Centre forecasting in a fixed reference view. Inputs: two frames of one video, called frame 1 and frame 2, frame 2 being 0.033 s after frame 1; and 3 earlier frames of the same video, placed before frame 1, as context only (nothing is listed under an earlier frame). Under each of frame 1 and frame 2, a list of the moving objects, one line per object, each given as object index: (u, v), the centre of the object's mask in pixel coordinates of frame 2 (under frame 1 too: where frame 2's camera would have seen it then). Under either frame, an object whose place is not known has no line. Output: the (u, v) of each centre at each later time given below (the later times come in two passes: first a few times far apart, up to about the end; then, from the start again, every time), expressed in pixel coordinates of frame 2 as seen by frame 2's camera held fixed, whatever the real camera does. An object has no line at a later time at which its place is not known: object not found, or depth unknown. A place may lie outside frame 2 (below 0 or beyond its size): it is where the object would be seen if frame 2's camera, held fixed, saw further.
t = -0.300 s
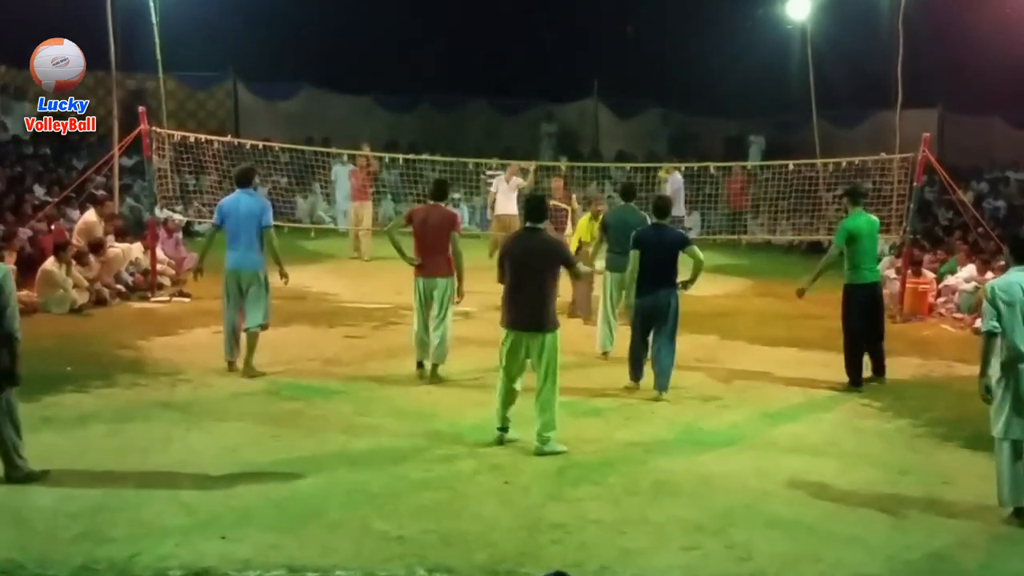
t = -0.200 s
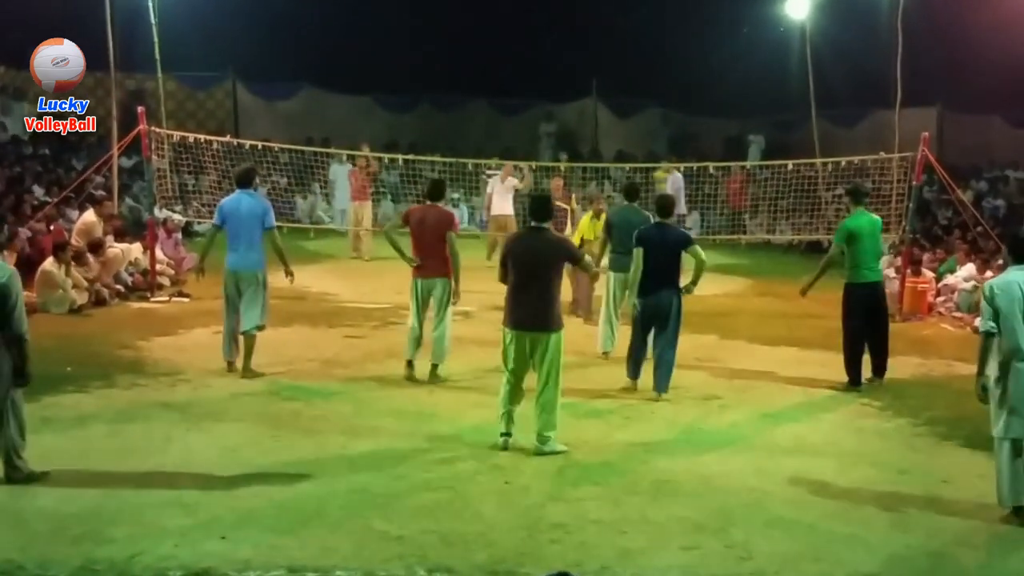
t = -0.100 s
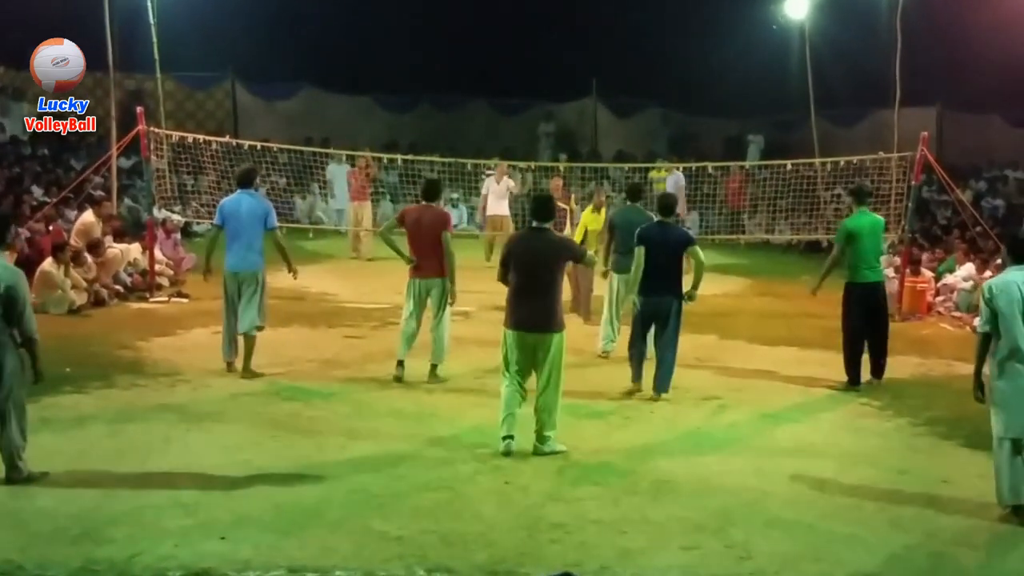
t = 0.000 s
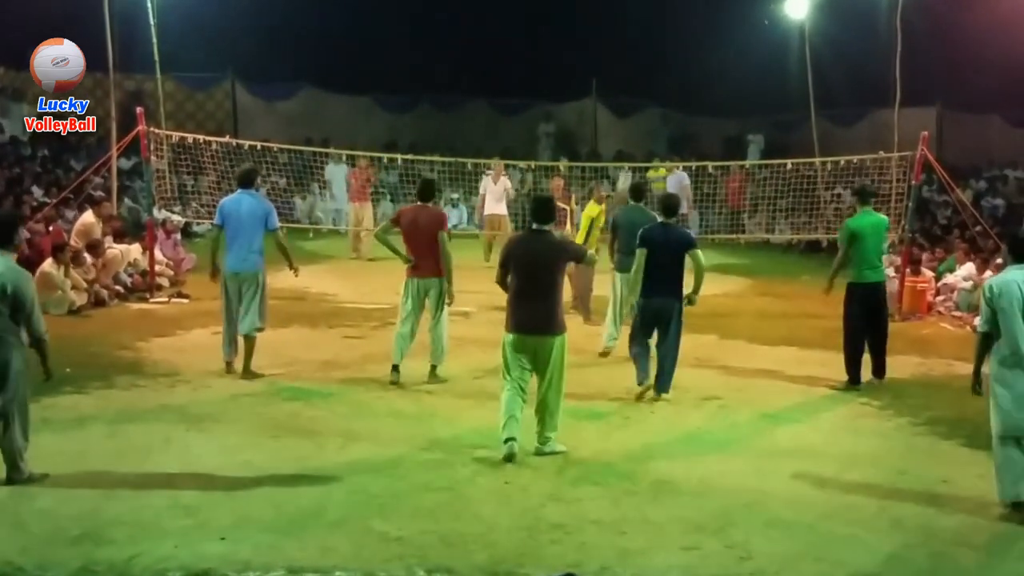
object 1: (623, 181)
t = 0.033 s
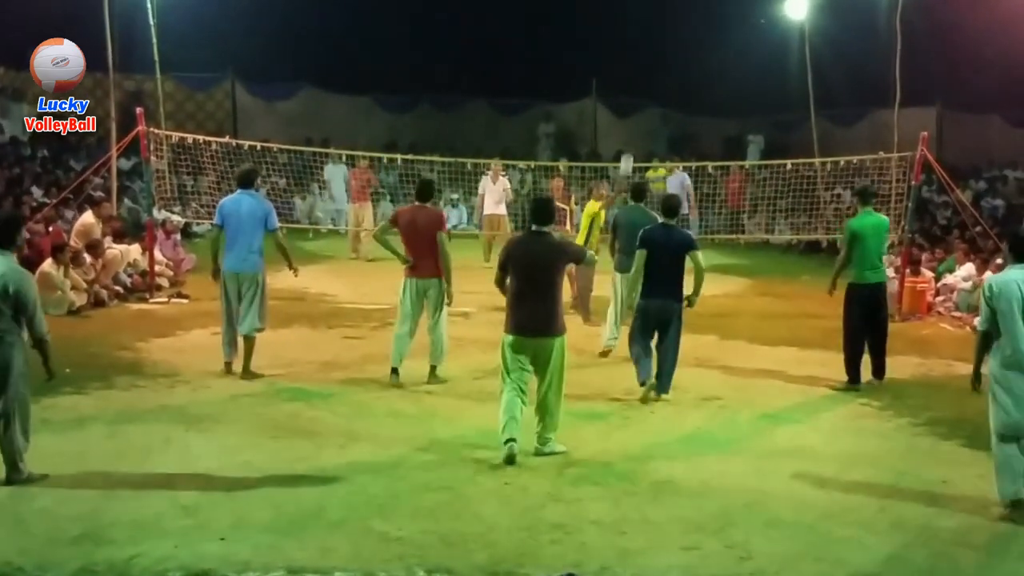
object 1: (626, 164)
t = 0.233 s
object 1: (638, 84)
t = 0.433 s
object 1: (649, 38)
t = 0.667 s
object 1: (660, 29)
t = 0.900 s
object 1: (670, 73)
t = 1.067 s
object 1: (676, 135)
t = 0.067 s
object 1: (628, 149)
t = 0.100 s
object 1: (630, 134)
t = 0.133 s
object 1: (632, 121)
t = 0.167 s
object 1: (634, 108)
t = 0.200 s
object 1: (636, 96)
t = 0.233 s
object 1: (638, 84)
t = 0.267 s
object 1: (640, 75)
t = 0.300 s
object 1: (642, 66)
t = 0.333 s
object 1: (644, 57)
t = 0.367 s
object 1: (645, 50)
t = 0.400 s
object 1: (647, 43)
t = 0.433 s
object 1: (649, 38)
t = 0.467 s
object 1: (651, 34)
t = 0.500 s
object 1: (652, 31)
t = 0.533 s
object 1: (654, 28)
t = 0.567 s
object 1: (656, 27)
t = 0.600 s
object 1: (657, 27)
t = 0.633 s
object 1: (659, 28)
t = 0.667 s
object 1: (660, 29)
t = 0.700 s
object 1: (662, 32)
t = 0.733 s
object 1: (663, 36)
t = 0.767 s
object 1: (665, 41)
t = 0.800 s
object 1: (667, 47)
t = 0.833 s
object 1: (668, 54)
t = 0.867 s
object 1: (669, 63)
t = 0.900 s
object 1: (670, 73)
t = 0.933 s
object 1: (672, 83)
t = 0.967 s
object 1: (673, 94)
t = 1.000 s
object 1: (674, 107)
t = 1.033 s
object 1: (675, 121)
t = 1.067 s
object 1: (676, 135)
